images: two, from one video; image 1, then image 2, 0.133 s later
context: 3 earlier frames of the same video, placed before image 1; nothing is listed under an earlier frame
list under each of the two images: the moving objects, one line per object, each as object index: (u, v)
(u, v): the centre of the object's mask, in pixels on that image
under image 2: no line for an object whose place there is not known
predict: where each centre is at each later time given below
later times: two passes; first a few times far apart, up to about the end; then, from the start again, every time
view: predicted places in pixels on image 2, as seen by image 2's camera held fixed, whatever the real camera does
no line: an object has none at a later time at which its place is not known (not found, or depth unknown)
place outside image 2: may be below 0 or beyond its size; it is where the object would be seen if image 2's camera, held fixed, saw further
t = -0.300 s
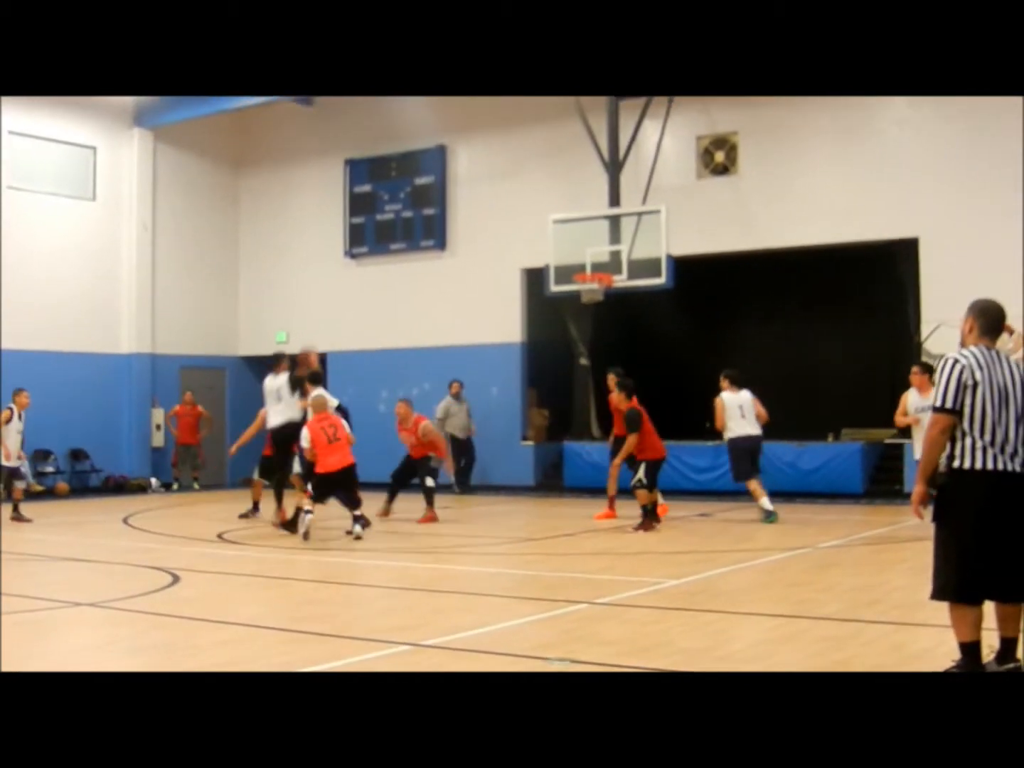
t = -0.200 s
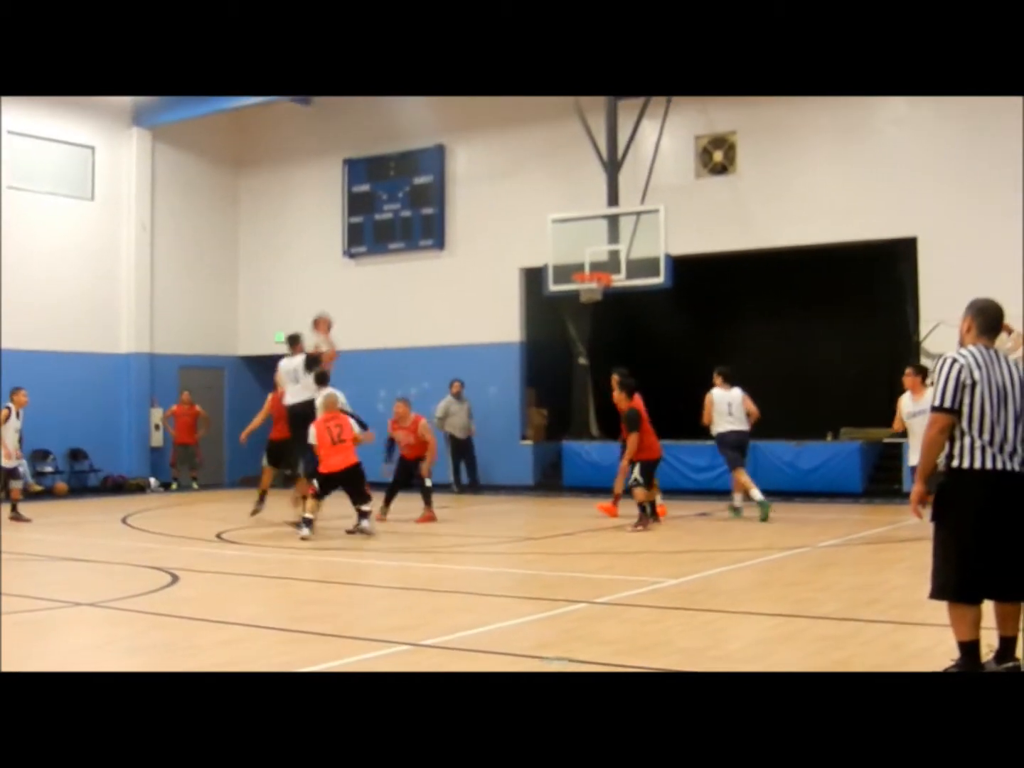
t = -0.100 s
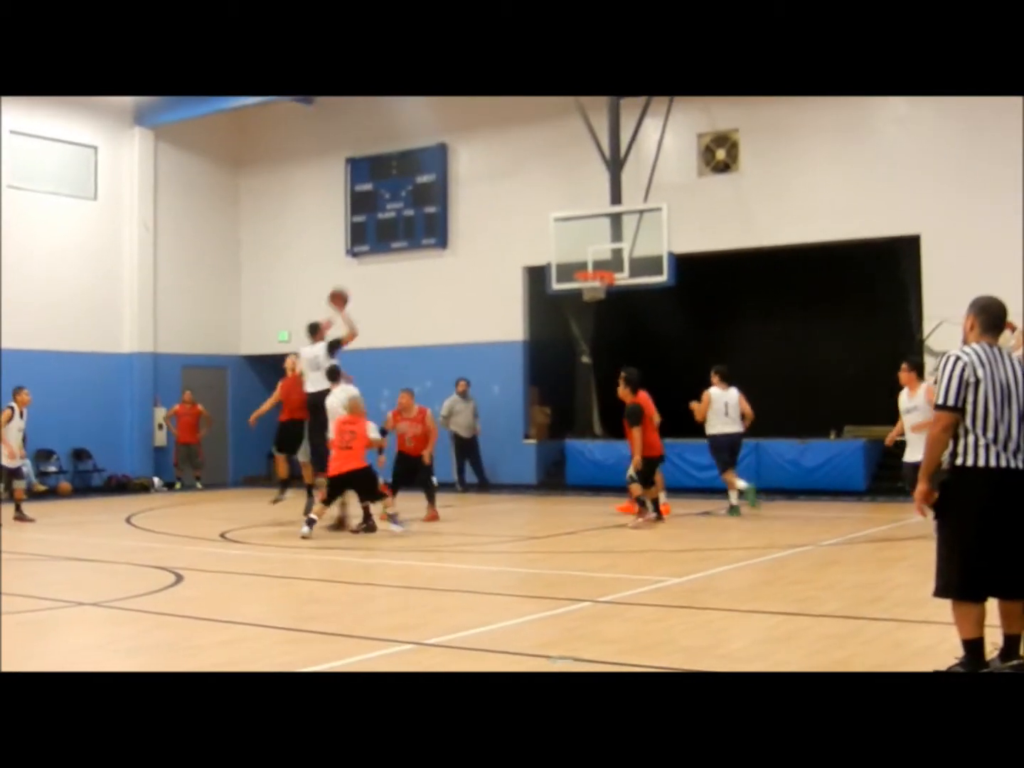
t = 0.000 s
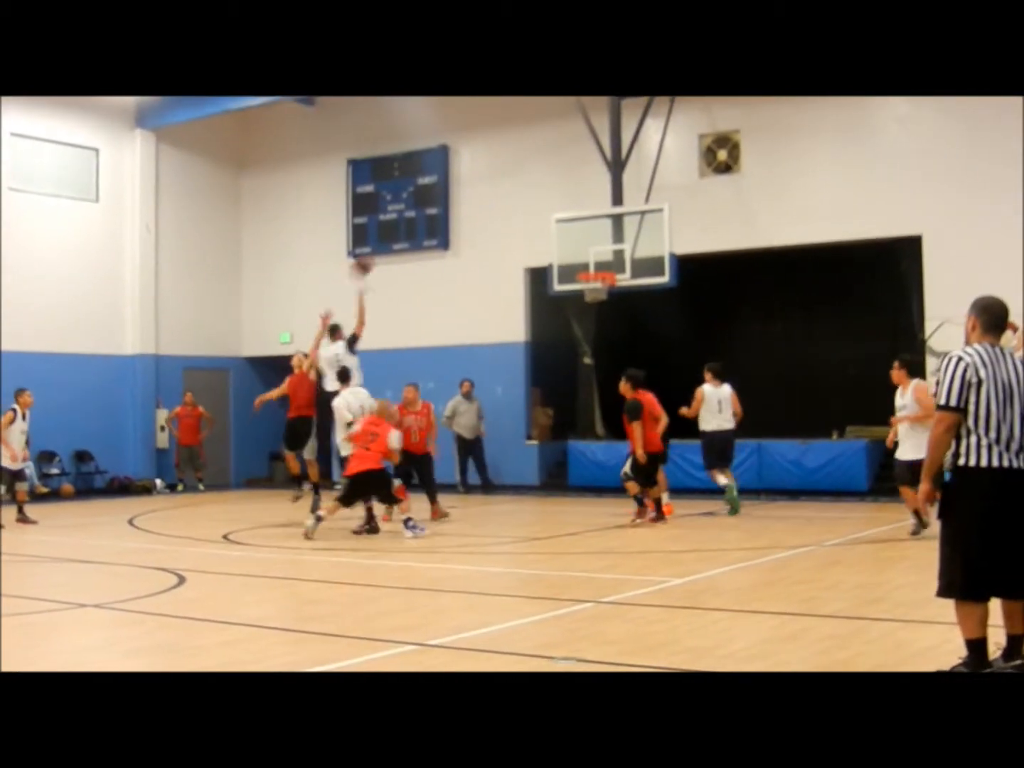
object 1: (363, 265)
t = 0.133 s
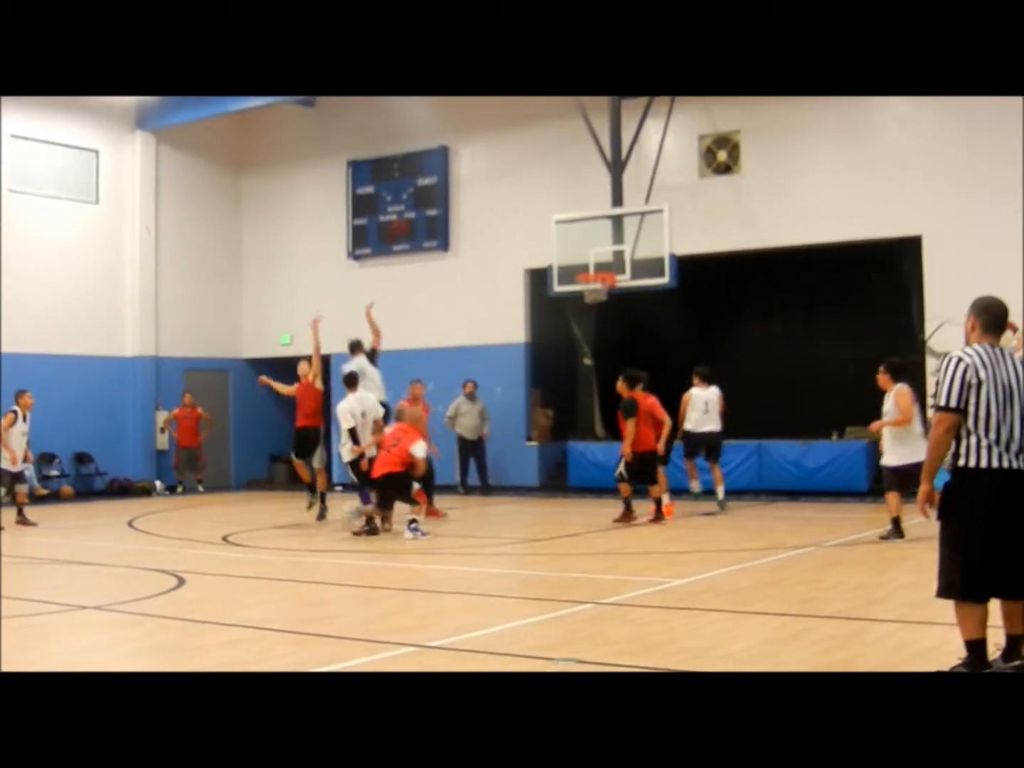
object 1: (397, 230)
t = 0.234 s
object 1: (428, 207)
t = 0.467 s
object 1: (490, 194)
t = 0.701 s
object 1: (547, 222)
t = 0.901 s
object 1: (590, 278)
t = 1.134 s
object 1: (607, 296)
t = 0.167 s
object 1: (410, 219)
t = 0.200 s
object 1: (420, 212)
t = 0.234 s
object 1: (428, 207)
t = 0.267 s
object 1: (436, 202)
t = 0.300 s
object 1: (446, 199)
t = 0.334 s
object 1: (456, 197)
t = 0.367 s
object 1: (465, 194)
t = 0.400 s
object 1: (474, 193)
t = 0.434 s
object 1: (482, 193)
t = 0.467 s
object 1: (490, 194)
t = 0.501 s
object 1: (499, 195)
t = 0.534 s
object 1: (507, 198)
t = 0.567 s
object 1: (515, 201)
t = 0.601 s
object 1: (523, 205)
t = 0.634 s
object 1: (531, 210)
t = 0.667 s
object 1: (539, 215)
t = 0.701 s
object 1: (547, 222)
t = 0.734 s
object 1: (554, 230)
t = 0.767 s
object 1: (562, 237)
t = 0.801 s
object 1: (570, 246)
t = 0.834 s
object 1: (577, 254)
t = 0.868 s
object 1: (583, 265)
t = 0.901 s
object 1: (590, 278)
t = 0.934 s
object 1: (600, 286)
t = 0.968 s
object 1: (605, 291)
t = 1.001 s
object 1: (605, 291)
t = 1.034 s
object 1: (606, 291)
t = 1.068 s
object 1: (606, 291)
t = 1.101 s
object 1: (607, 293)
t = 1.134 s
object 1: (607, 296)
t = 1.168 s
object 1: (608, 299)
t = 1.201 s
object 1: (609, 304)
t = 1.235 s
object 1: (610, 309)
